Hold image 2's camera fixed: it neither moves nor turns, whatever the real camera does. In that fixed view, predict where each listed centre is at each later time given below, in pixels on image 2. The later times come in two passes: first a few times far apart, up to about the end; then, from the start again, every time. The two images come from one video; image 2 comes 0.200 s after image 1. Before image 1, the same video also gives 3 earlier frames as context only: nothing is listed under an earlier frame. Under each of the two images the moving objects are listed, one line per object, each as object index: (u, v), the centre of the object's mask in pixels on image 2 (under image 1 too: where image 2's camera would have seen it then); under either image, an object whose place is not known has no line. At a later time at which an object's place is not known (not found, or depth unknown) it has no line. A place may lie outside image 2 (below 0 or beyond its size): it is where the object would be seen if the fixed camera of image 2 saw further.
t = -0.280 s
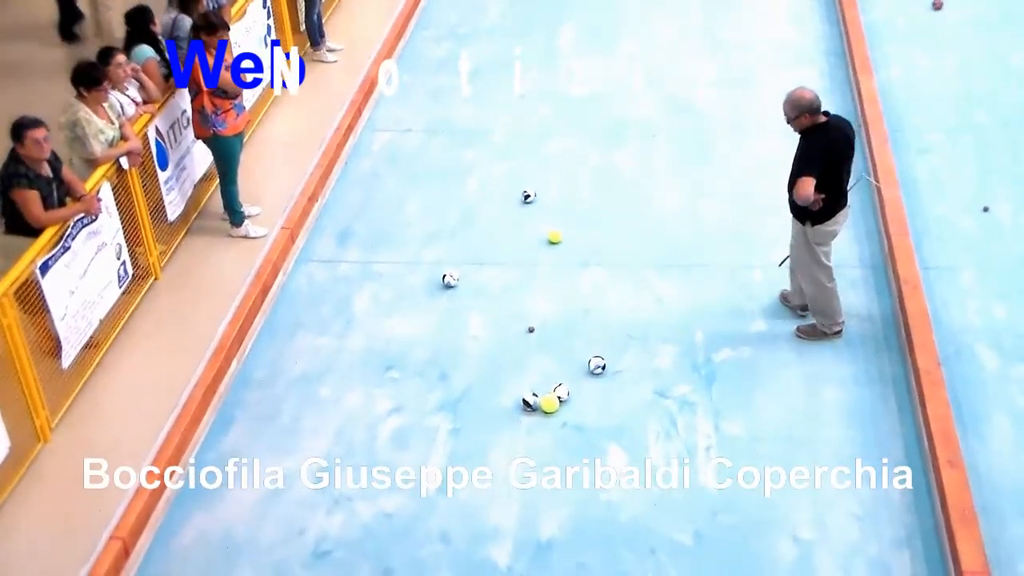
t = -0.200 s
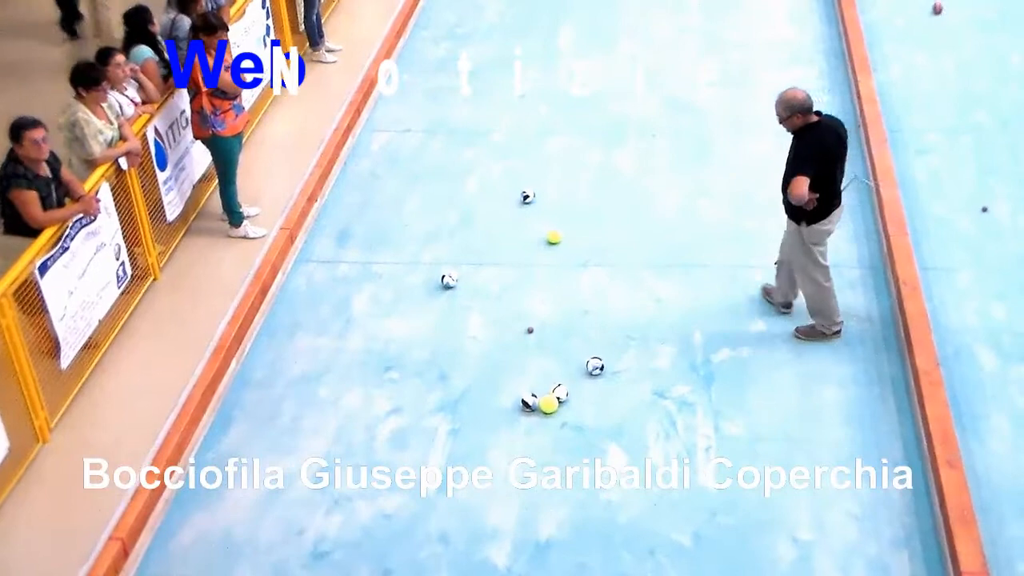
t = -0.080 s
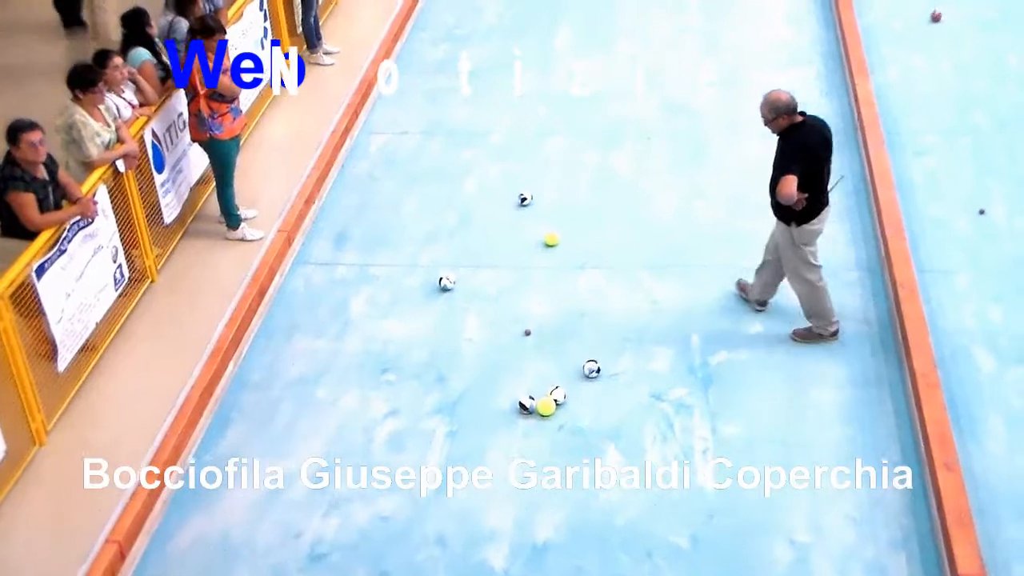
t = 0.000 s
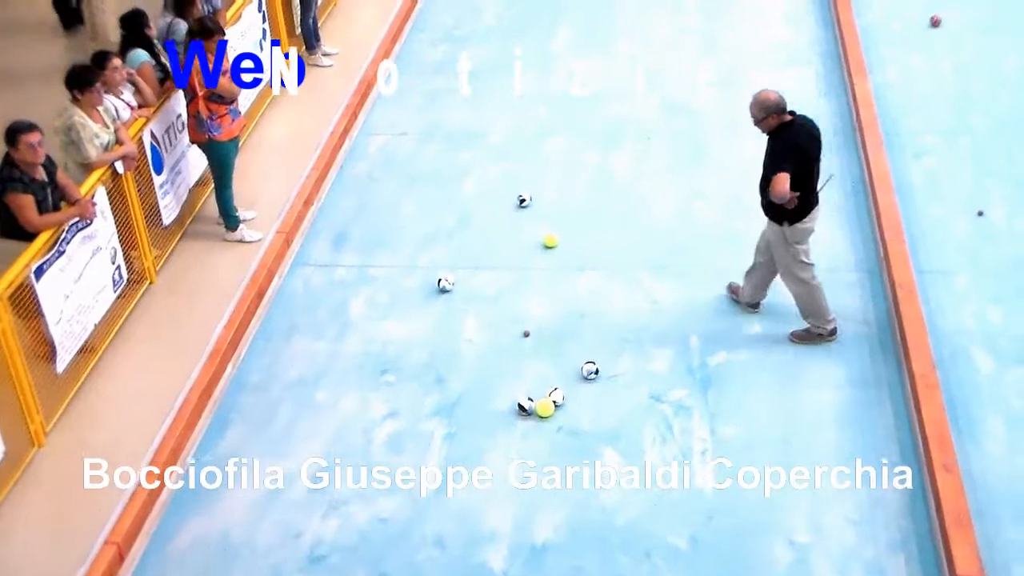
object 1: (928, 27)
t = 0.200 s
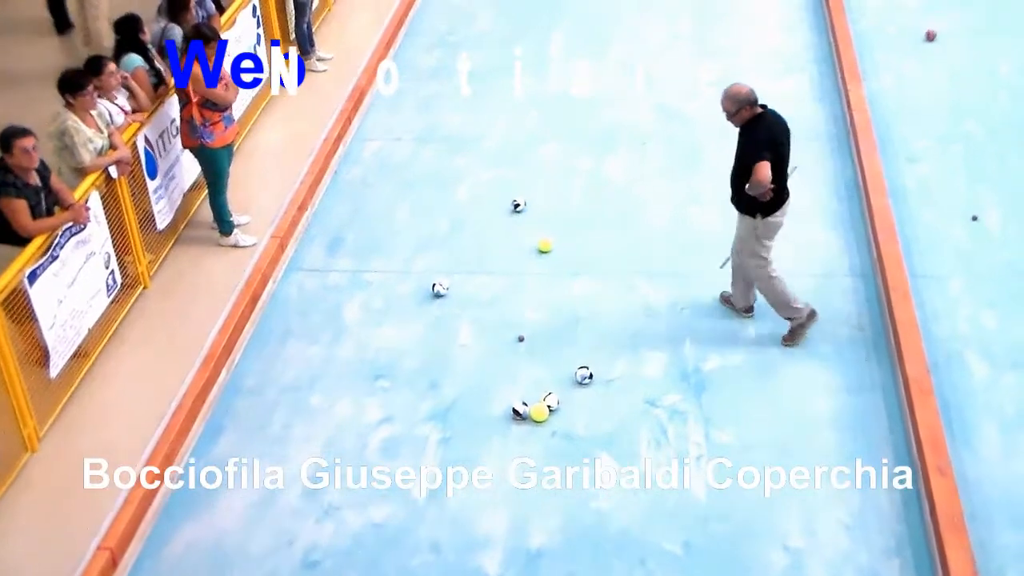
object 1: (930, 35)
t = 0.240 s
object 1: (931, 36)
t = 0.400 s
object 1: (932, 44)
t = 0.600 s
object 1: (934, 51)
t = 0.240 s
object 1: (931, 36)
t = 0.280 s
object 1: (931, 39)
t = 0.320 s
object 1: (931, 40)
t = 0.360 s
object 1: (931, 42)
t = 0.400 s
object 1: (932, 44)
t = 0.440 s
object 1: (933, 45)
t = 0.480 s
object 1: (933, 47)
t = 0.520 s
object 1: (933, 49)
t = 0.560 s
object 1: (934, 51)
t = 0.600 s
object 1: (934, 51)
